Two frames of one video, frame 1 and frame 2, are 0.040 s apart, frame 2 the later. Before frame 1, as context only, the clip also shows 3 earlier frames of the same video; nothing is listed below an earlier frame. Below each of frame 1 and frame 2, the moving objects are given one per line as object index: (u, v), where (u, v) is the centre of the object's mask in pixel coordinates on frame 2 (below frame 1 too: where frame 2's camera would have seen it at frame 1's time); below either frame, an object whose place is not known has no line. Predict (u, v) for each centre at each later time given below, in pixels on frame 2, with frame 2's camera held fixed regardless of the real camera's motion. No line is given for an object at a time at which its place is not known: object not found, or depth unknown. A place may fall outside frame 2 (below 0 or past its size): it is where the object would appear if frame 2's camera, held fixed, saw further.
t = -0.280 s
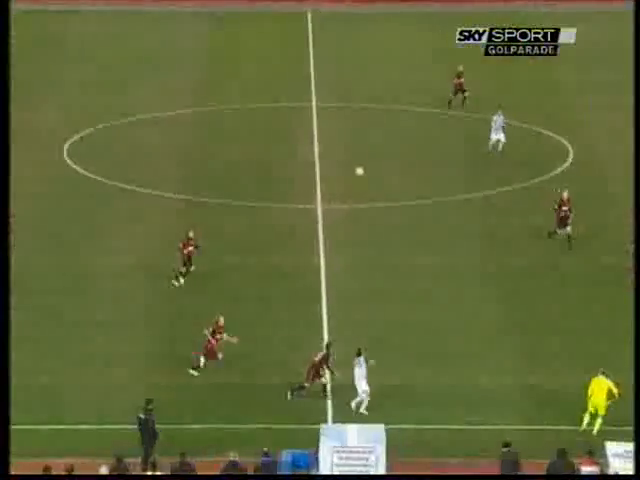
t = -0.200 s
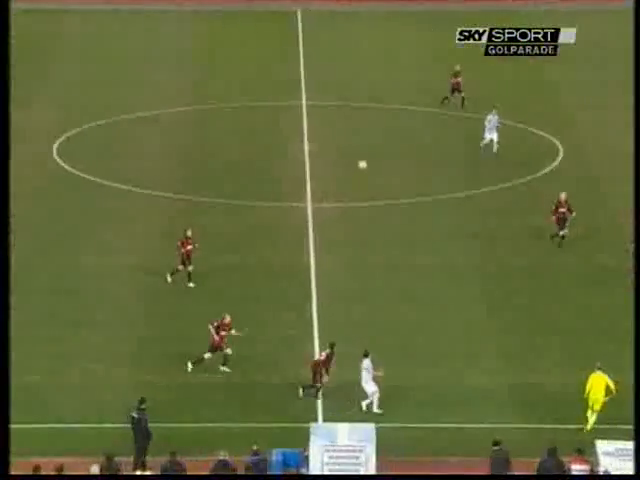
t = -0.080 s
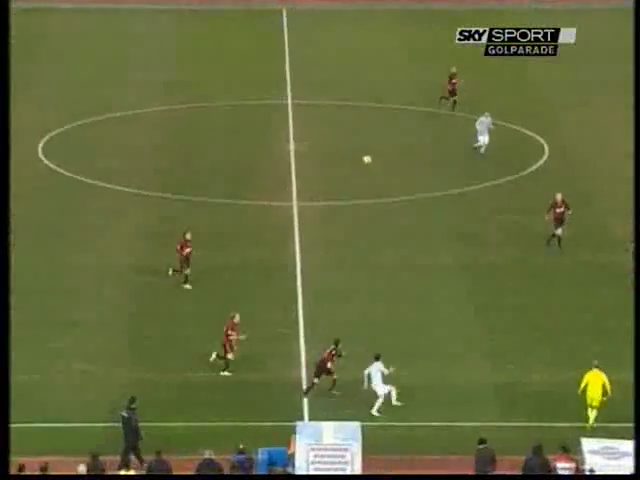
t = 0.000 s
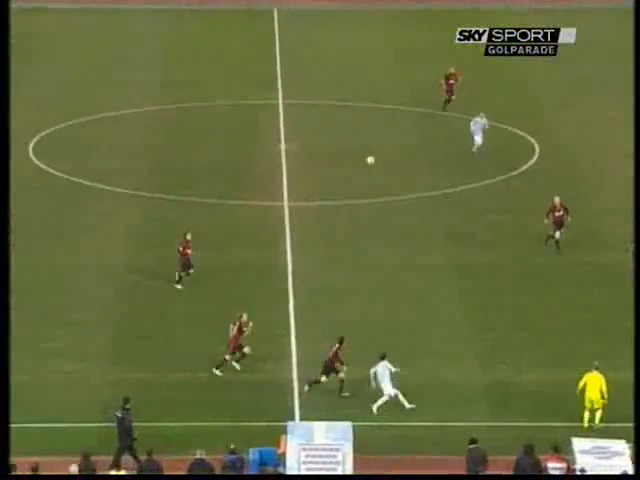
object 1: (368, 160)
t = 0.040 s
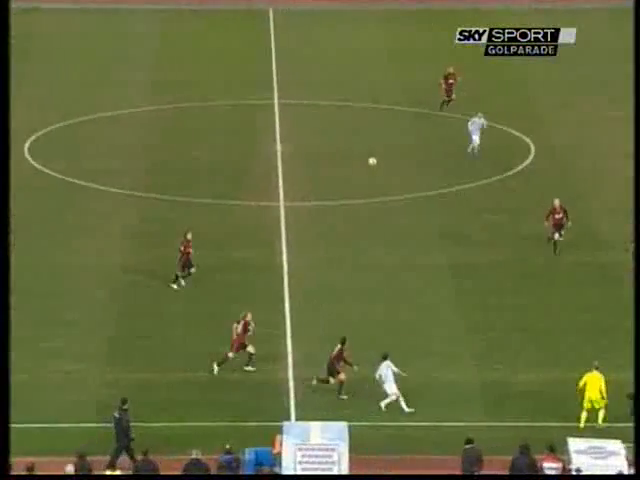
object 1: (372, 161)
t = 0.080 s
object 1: (377, 163)
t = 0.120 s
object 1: (382, 165)
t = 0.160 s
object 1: (386, 168)
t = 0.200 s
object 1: (391, 172)
